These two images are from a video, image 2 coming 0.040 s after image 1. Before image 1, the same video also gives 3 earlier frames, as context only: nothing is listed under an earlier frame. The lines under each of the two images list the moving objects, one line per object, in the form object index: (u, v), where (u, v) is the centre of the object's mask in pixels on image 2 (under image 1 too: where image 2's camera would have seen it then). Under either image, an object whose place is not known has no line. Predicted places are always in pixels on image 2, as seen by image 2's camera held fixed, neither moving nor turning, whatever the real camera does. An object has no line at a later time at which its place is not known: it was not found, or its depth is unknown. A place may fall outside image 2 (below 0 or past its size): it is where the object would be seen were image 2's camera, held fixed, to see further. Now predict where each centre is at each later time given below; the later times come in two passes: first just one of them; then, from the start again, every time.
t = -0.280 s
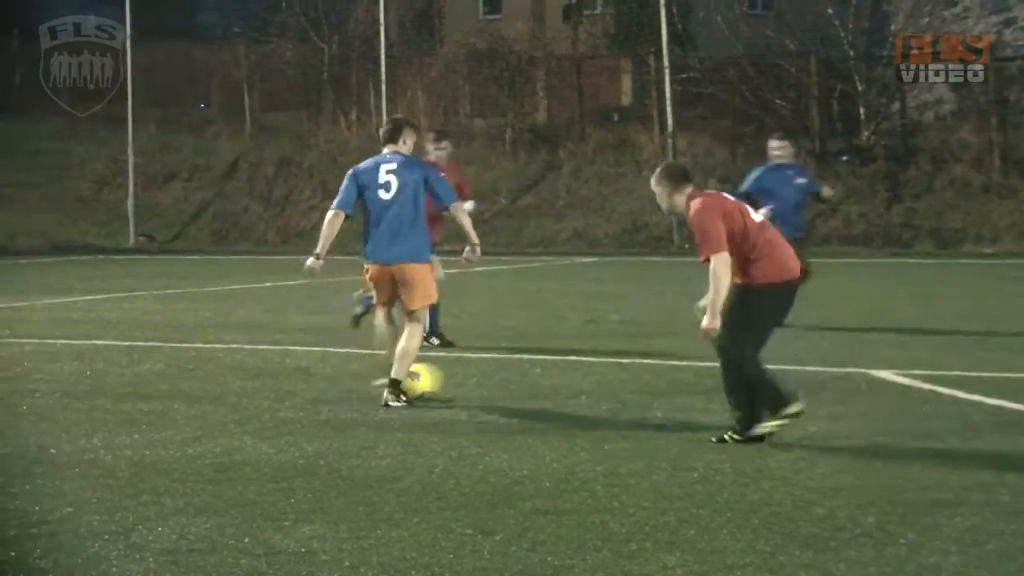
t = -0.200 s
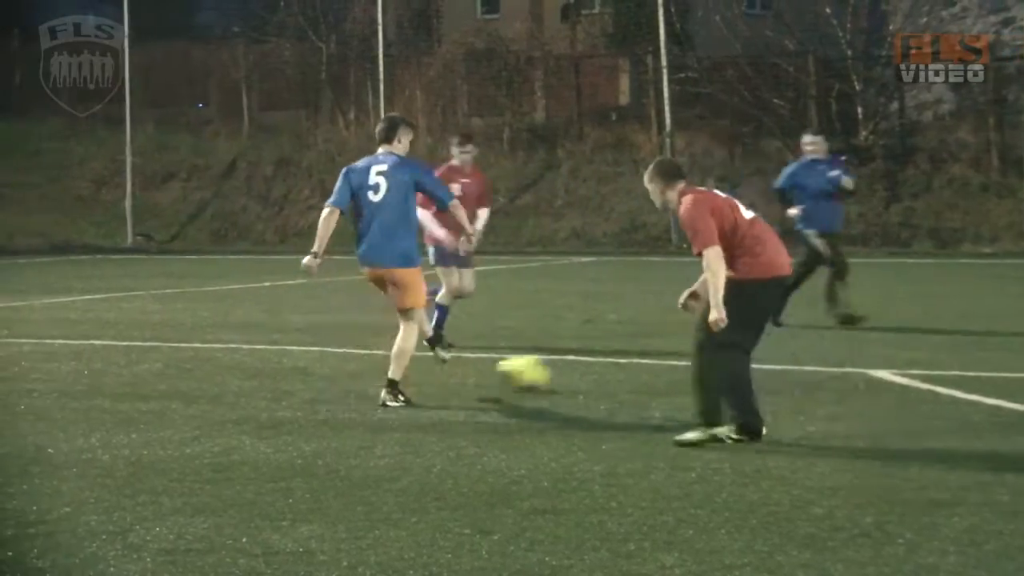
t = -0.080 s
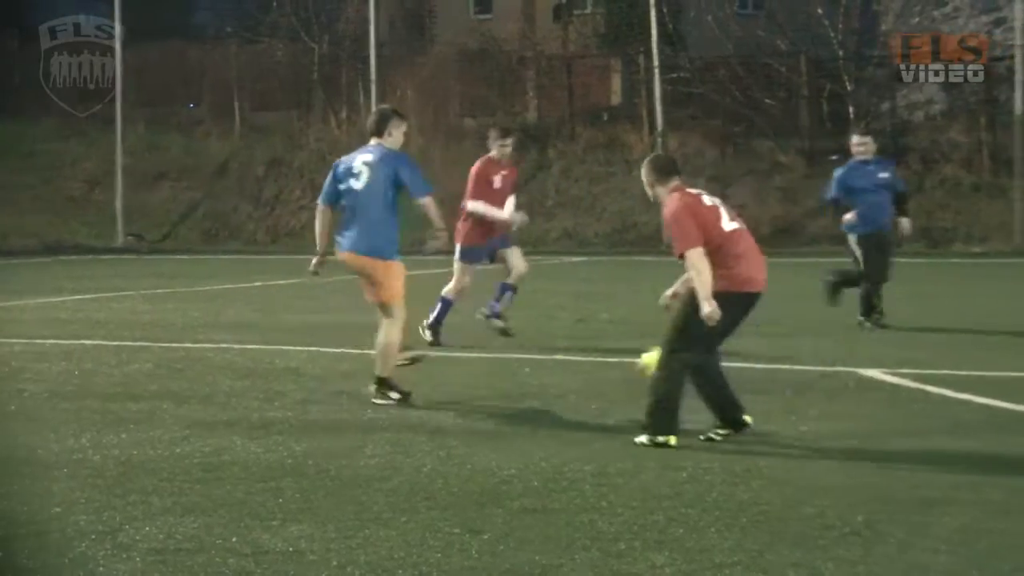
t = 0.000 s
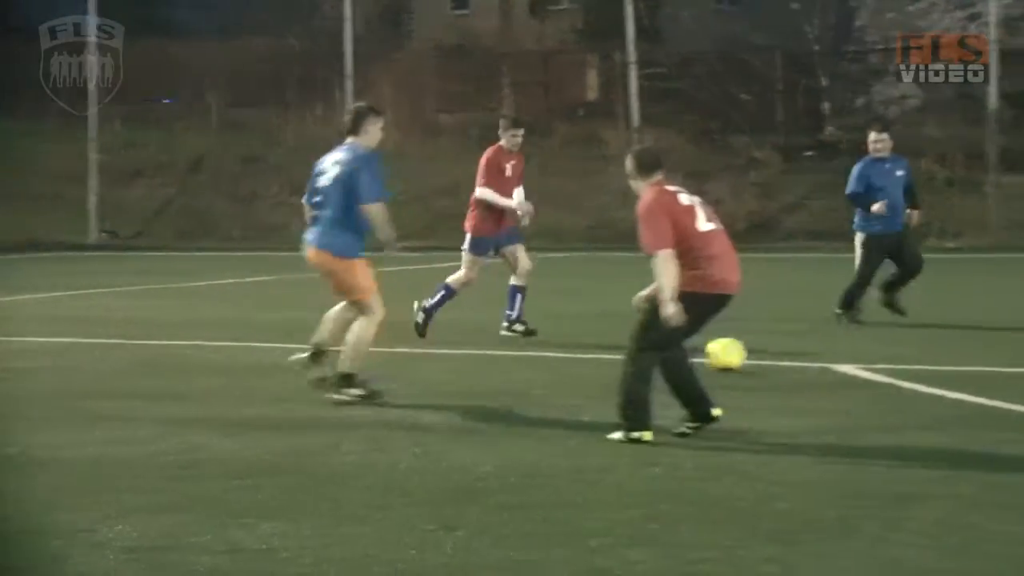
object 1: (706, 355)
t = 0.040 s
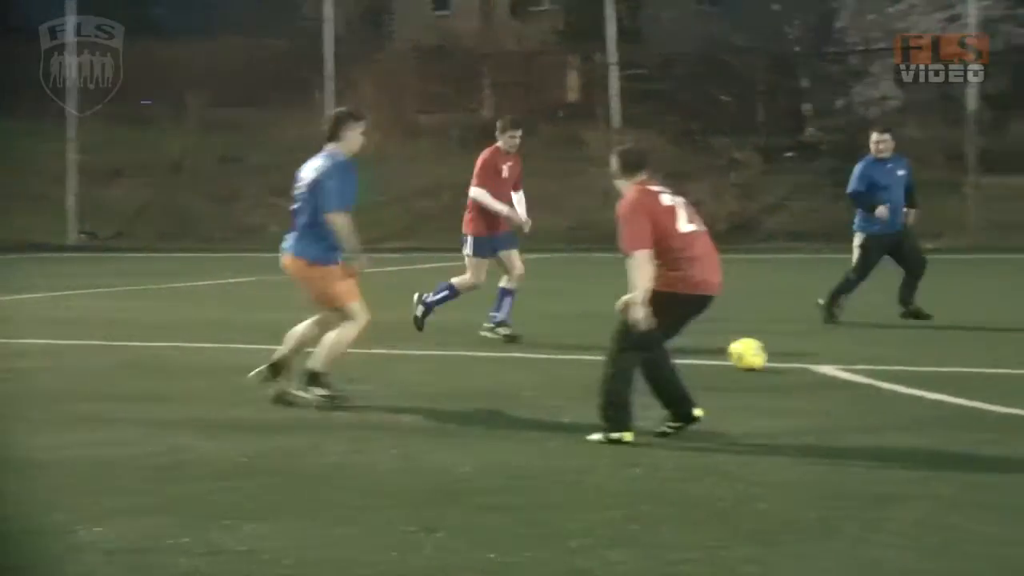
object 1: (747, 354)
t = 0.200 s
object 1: (893, 345)
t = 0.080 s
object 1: (785, 351)
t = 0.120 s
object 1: (822, 349)
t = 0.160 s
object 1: (859, 347)
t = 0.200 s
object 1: (893, 345)
